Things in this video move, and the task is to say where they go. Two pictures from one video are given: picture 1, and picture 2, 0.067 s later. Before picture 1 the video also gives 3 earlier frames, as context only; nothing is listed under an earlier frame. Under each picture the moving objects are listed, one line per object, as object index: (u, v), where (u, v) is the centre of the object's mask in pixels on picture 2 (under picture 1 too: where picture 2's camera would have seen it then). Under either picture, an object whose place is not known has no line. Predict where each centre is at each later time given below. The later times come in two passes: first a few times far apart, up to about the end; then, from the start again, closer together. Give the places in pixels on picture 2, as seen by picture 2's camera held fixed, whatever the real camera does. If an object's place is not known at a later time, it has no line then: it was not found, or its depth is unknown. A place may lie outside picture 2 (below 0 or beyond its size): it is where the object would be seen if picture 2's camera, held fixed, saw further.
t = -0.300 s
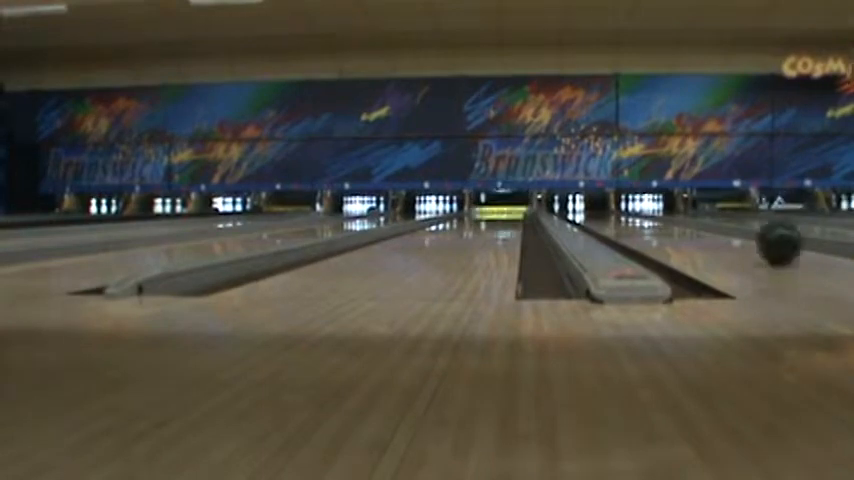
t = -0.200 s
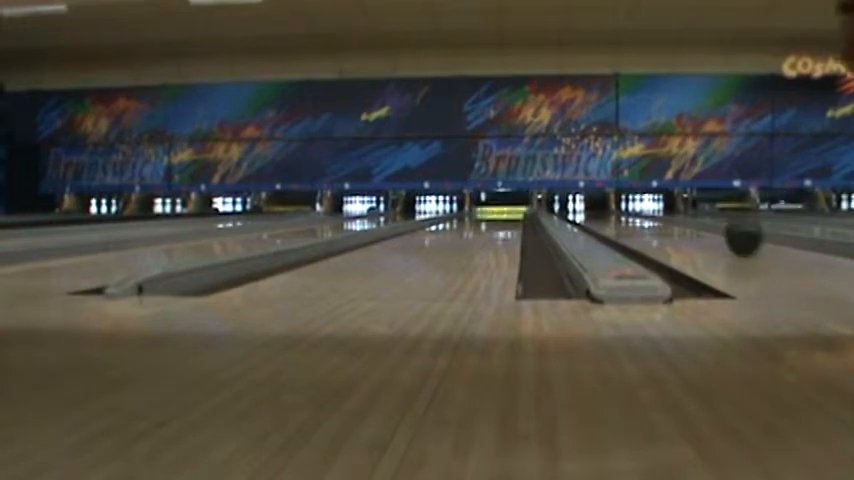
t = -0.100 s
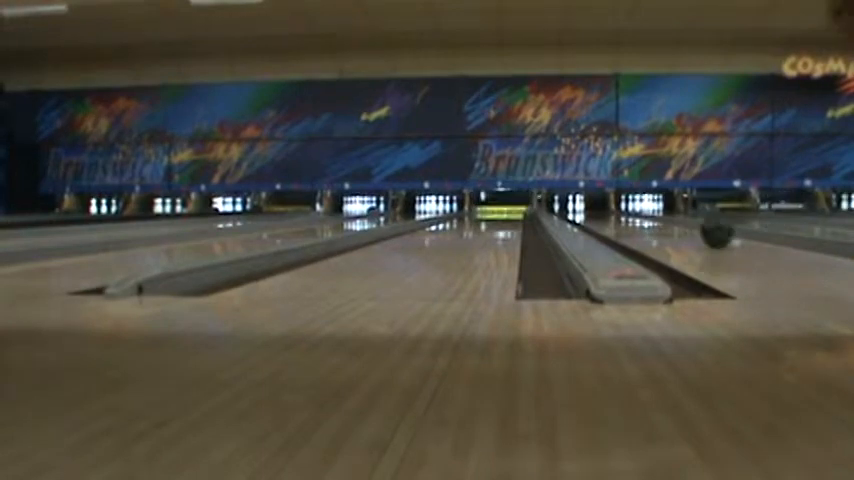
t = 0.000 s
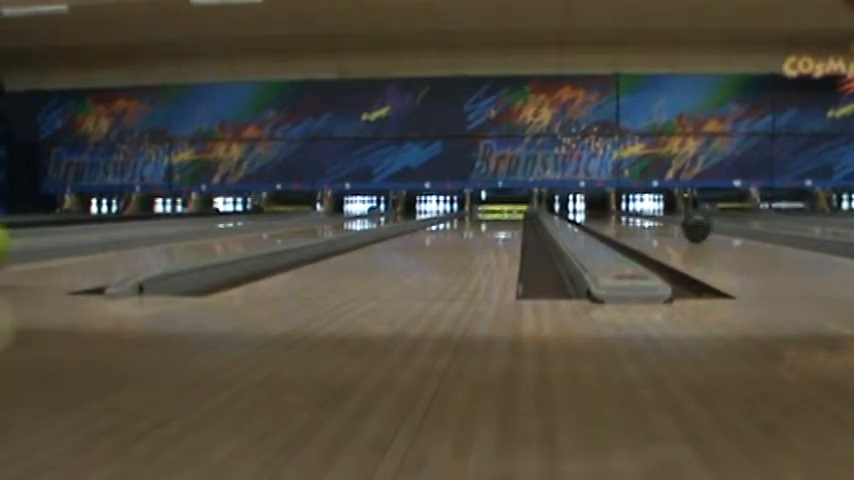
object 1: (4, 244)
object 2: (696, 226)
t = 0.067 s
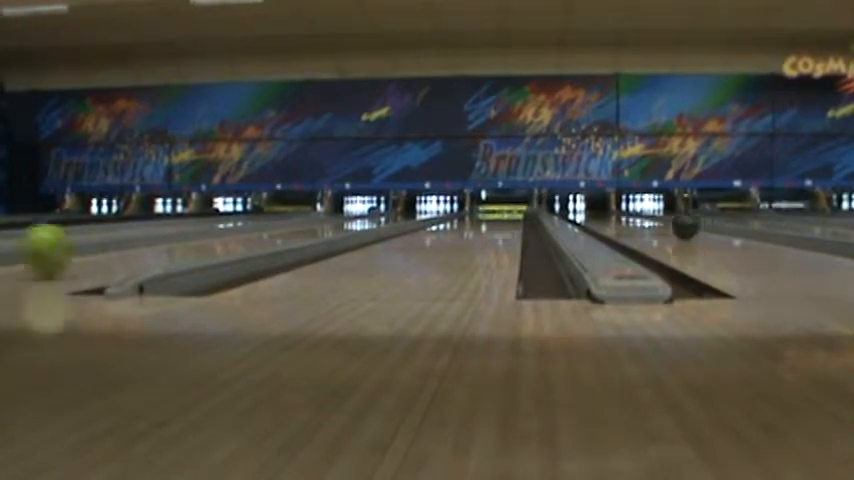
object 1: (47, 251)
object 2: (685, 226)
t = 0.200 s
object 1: (137, 242)
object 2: (667, 223)
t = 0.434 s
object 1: (232, 231)
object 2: (642, 217)
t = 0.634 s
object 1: (283, 223)
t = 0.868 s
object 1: (323, 219)
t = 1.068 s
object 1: (348, 217)
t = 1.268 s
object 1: (368, 216)
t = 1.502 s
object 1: (386, 214)
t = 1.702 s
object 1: (396, 213)
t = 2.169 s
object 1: (416, 211)
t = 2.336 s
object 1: (423, 210)
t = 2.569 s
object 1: (429, 210)
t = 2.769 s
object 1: (433, 211)
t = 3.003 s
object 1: (441, 207)
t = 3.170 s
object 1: (439, 207)
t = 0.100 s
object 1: (73, 250)
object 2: (681, 225)
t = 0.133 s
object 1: (95, 246)
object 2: (675, 225)
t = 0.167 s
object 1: (118, 244)
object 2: (671, 223)
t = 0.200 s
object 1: (137, 242)
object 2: (667, 223)
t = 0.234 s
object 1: (155, 241)
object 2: (662, 223)
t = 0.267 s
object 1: (170, 239)
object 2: (659, 222)
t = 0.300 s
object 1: (185, 237)
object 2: (656, 220)
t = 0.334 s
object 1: (197, 236)
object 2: (652, 219)
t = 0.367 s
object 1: (209, 234)
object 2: (648, 219)
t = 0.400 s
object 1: (221, 233)
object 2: (645, 218)
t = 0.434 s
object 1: (232, 231)
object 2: (642, 217)
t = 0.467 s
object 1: (242, 230)
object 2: (640, 217)
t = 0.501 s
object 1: (252, 229)
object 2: (637, 217)
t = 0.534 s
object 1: (260, 227)
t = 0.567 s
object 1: (268, 226)
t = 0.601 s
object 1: (276, 225)
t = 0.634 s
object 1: (283, 223)
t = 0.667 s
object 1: (288, 224)
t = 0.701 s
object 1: (295, 223)
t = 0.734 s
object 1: (301, 221)
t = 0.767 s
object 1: (308, 222)
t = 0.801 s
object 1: (312, 221)
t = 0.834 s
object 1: (319, 220)
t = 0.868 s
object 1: (323, 219)
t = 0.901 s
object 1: (328, 219)
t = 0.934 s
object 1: (332, 219)
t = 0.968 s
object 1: (335, 218)
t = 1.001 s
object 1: (340, 218)
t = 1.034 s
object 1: (344, 218)
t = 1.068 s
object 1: (348, 217)
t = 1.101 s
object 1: (351, 217)
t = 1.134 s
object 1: (356, 217)
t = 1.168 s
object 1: (359, 217)
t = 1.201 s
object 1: (362, 217)
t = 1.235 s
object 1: (365, 216)
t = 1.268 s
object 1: (368, 216)
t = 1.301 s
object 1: (372, 216)
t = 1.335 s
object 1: (374, 216)
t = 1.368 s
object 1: (375, 215)
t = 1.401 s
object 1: (378, 215)
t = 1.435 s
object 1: (381, 215)
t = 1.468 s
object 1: (383, 214)
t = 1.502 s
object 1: (386, 214)
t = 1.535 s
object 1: (389, 214)
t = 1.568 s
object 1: (391, 214)
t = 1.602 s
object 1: (392, 214)
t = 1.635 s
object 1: (394, 213)
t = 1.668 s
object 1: (395, 212)
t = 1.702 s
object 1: (396, 213)
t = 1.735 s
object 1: (397, 212)
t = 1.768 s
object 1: (399, 212)
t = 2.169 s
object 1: (416, 211)
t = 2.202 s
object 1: (418, 211)
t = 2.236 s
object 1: (418, 210)
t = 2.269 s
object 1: (419, 210)
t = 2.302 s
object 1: (421, 210)
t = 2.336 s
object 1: (423, 210)
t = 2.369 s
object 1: (423, 211)
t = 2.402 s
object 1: (424, 211)
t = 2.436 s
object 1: (426, 210)
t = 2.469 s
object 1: (427, 210)
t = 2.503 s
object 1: (428, 210)
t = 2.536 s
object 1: (429, 209)
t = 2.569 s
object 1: (429, 210)
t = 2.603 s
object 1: (430, 210)
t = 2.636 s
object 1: (431, 210)
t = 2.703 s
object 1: (434, 210)
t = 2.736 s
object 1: (434, 210)
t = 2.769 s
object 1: (433, 211)
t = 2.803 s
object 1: (434, 210)
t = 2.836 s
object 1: (437, 208)
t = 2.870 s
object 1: (439, 208)
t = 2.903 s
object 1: (439, 207)
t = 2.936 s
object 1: (438, 208)
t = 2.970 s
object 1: (439, 208)
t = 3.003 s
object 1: (441, 207)
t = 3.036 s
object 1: (441, 207)
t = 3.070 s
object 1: (439, 207)
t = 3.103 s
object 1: (439, 207)
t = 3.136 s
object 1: (440, 207)
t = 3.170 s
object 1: (439, 207)
